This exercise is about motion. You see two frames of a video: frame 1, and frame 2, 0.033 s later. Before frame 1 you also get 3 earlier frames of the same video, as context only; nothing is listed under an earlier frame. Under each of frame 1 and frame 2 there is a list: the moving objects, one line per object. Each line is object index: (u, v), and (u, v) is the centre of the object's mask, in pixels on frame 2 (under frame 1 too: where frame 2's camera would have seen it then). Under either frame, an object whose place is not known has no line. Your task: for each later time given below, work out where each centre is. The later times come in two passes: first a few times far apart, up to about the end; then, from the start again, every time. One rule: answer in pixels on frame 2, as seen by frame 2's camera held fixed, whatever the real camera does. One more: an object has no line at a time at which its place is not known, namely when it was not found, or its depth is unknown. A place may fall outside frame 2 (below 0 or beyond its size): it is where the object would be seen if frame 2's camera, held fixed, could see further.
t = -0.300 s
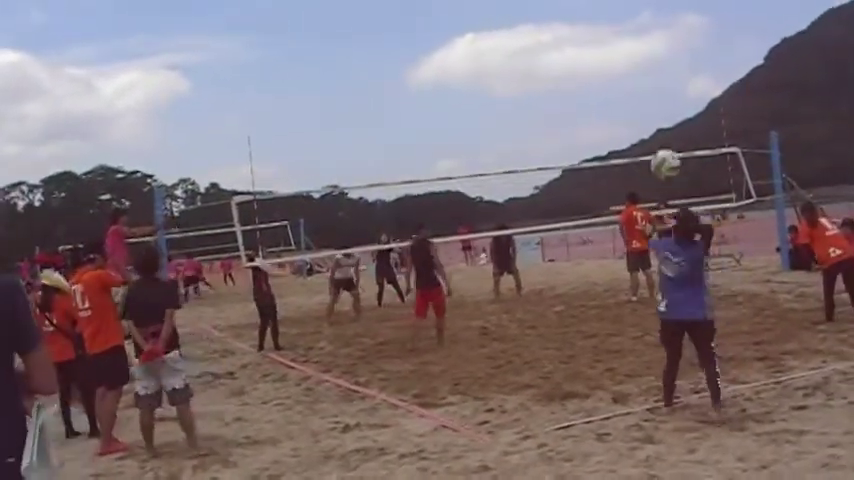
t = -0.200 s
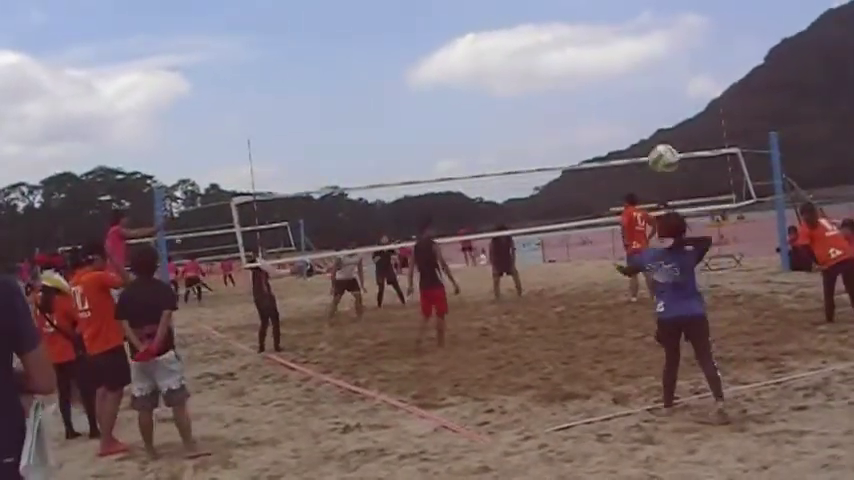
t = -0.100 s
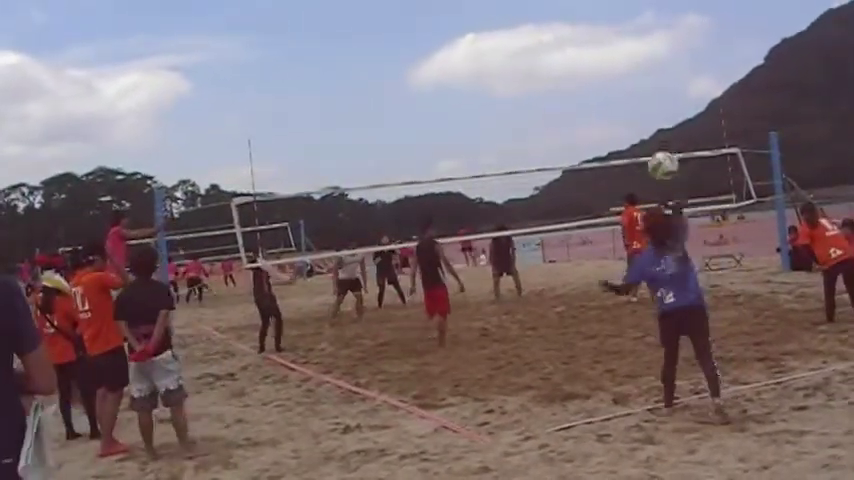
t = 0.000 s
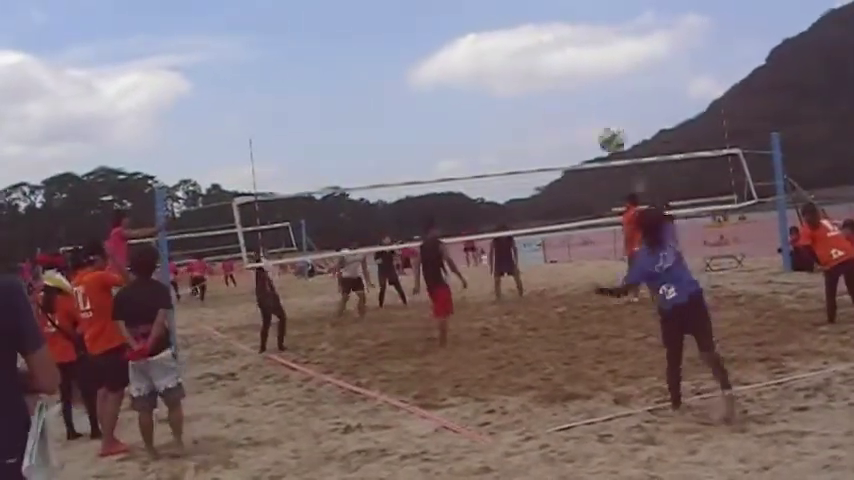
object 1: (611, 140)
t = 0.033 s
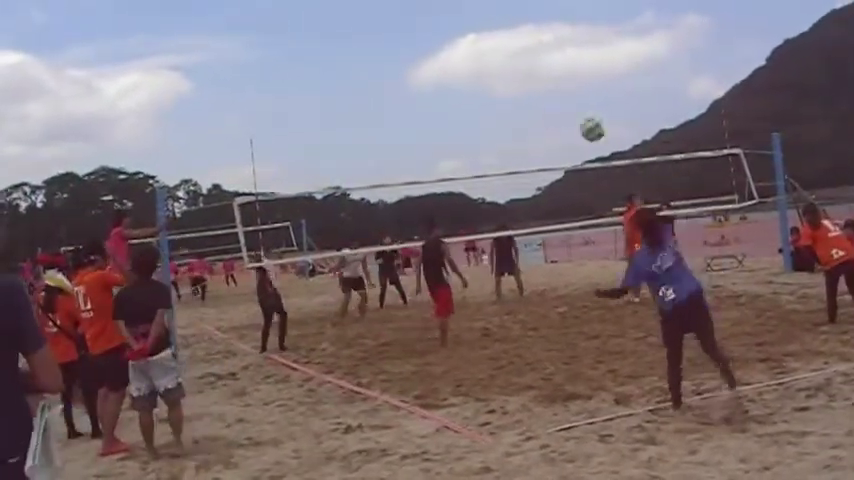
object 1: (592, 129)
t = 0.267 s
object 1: (489, 100)
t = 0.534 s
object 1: (419, 134)
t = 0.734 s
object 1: (384, 184)
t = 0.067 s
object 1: (574, 120)
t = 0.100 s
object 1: (557, 113)
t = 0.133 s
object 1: (541, 108)
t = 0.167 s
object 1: (527, 104)
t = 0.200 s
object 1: (514, 101)
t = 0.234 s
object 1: (501, 101)
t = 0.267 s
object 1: (489, 100)
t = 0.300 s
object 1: (478, 101)
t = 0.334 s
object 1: (468, 104)
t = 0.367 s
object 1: (459, 106)
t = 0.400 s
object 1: (450, 110)
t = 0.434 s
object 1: (441, 114)
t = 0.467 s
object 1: (433, 121)
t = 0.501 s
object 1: (425, 127)
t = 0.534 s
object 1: (419, 134)
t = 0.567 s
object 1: (412, 141)
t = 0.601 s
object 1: (405, 148)
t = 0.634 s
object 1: (399, 158)
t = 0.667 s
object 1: (393, 166)
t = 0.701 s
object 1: (388, 175)
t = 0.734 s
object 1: (384, 184)
